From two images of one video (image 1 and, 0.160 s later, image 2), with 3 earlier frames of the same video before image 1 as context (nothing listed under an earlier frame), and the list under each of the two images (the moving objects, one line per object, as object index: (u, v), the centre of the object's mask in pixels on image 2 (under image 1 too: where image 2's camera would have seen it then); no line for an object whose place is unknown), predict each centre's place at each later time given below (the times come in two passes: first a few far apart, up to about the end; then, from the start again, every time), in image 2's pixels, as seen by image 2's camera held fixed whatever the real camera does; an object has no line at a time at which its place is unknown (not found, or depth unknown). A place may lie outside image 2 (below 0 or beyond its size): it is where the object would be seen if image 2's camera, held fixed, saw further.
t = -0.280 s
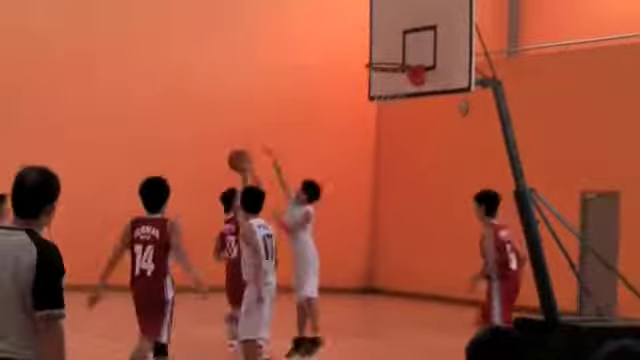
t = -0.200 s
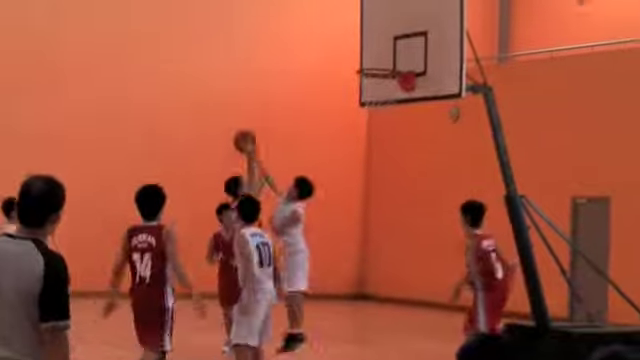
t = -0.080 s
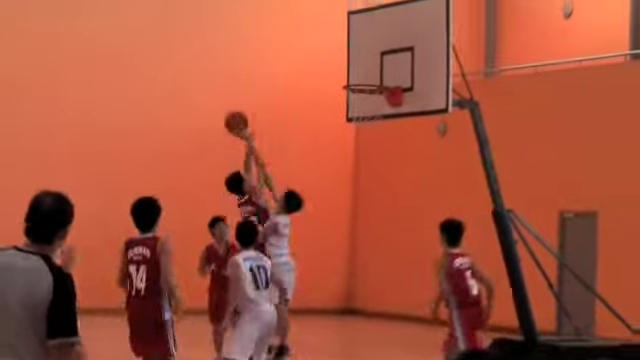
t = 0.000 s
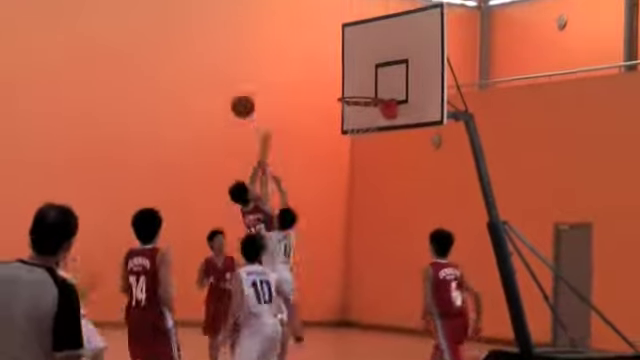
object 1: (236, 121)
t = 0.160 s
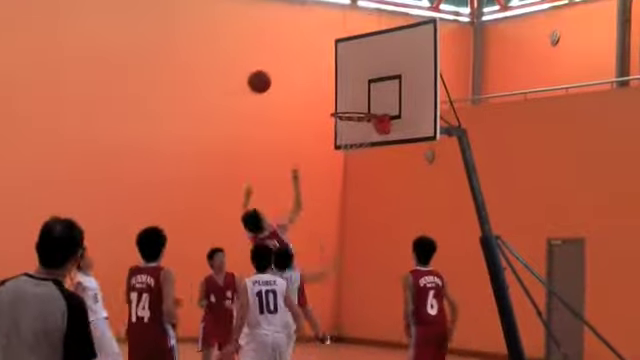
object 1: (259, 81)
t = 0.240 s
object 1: (270, 71)
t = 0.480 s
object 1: (303, 76)
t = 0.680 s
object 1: (318, 114)
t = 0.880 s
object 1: (281, 153)
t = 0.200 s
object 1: (264, 76)
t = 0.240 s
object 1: (270, 71)
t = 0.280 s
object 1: (276, 68)
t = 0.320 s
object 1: (281, 66)
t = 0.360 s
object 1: (287, 67)
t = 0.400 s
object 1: (292, 68)
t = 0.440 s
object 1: (298, 71)
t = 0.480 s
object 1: (303, 76)
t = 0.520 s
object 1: (307, 82)
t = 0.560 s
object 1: (312, 89)
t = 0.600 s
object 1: (317, 98)
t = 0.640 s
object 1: (322, 109)
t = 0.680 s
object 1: (318, 114)
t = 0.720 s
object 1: (311, 119)
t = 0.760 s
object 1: (303, 125)
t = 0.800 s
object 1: (296, 133)
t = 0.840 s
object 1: (289, 143)
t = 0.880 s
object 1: (281, 153)
